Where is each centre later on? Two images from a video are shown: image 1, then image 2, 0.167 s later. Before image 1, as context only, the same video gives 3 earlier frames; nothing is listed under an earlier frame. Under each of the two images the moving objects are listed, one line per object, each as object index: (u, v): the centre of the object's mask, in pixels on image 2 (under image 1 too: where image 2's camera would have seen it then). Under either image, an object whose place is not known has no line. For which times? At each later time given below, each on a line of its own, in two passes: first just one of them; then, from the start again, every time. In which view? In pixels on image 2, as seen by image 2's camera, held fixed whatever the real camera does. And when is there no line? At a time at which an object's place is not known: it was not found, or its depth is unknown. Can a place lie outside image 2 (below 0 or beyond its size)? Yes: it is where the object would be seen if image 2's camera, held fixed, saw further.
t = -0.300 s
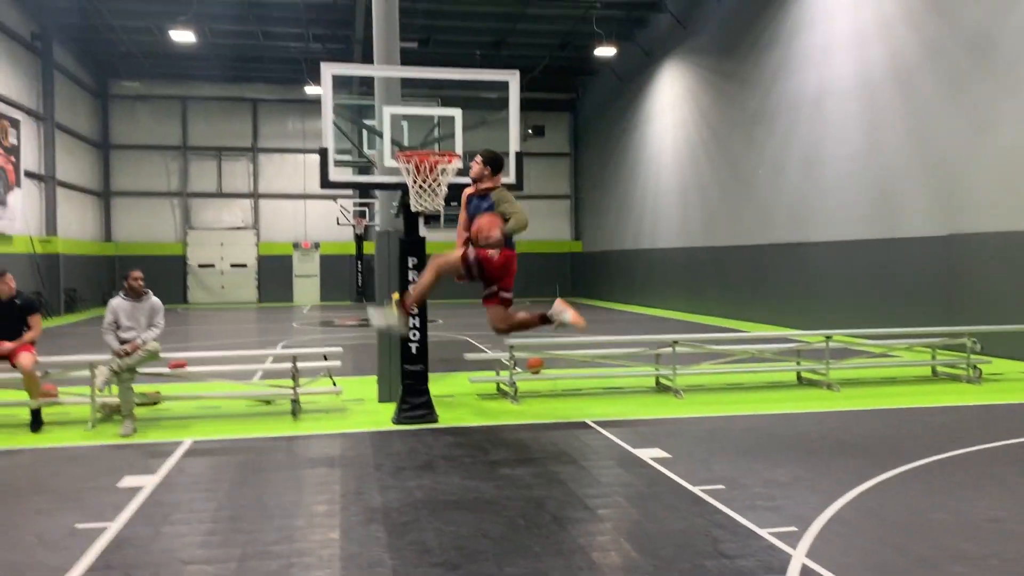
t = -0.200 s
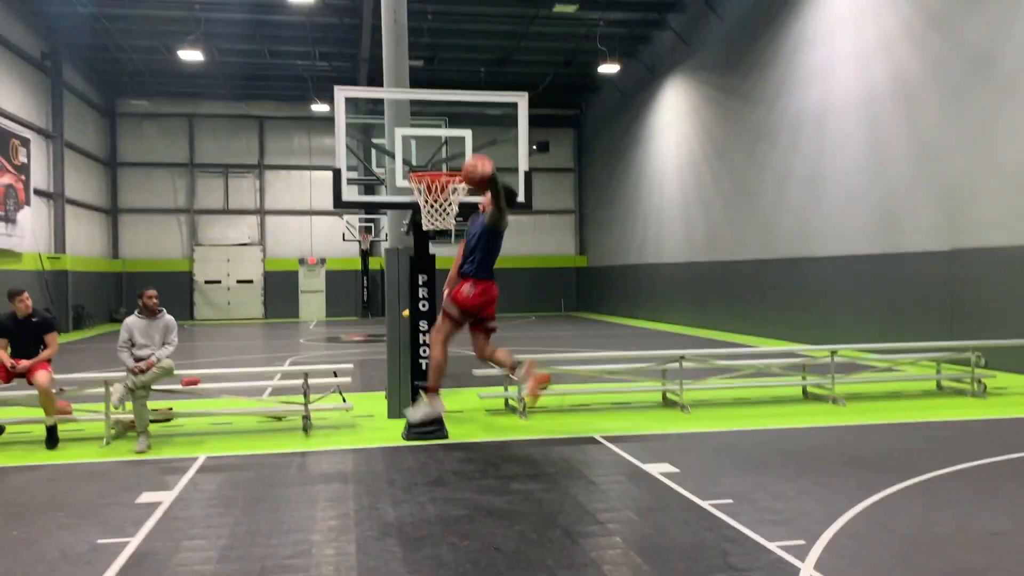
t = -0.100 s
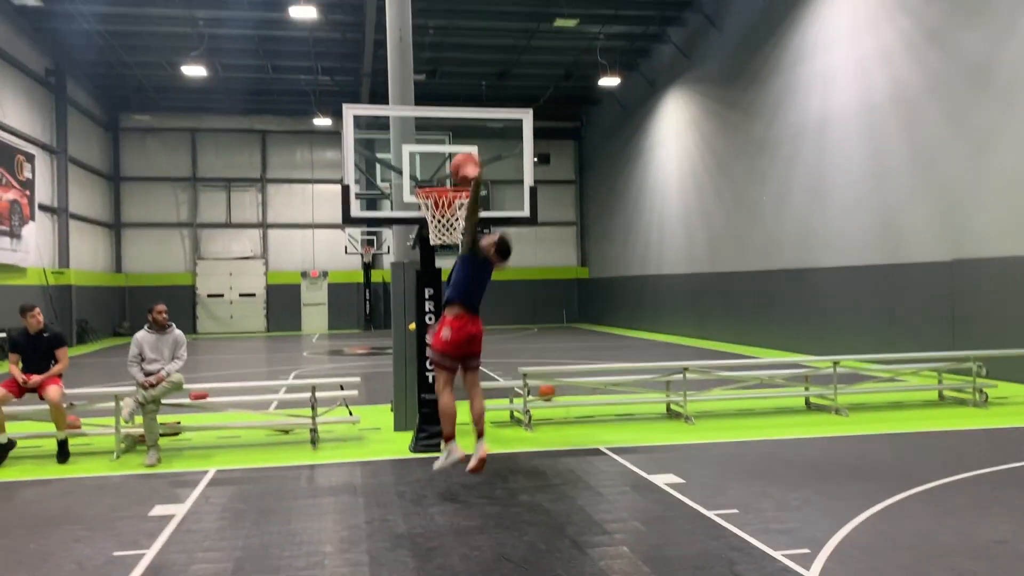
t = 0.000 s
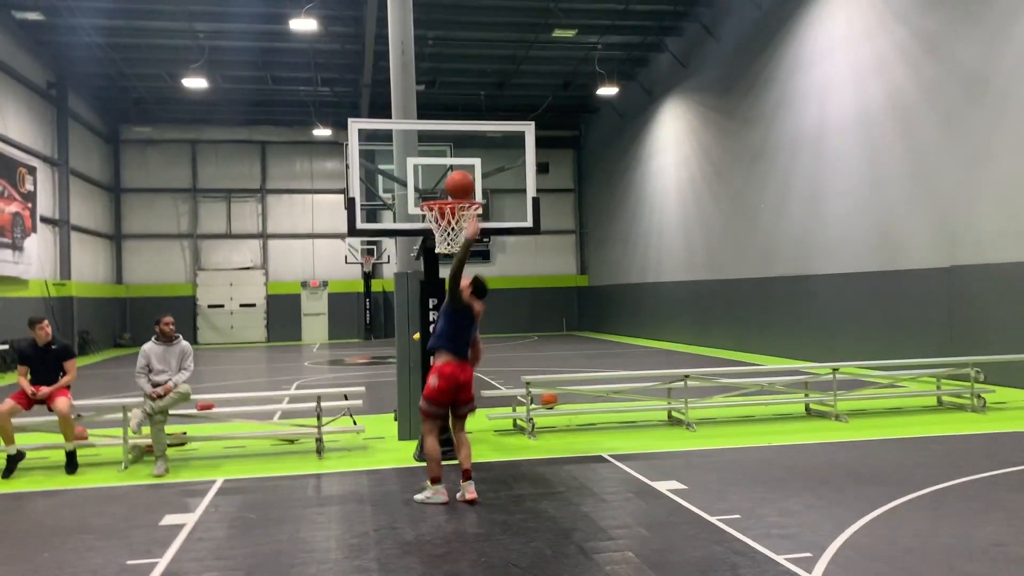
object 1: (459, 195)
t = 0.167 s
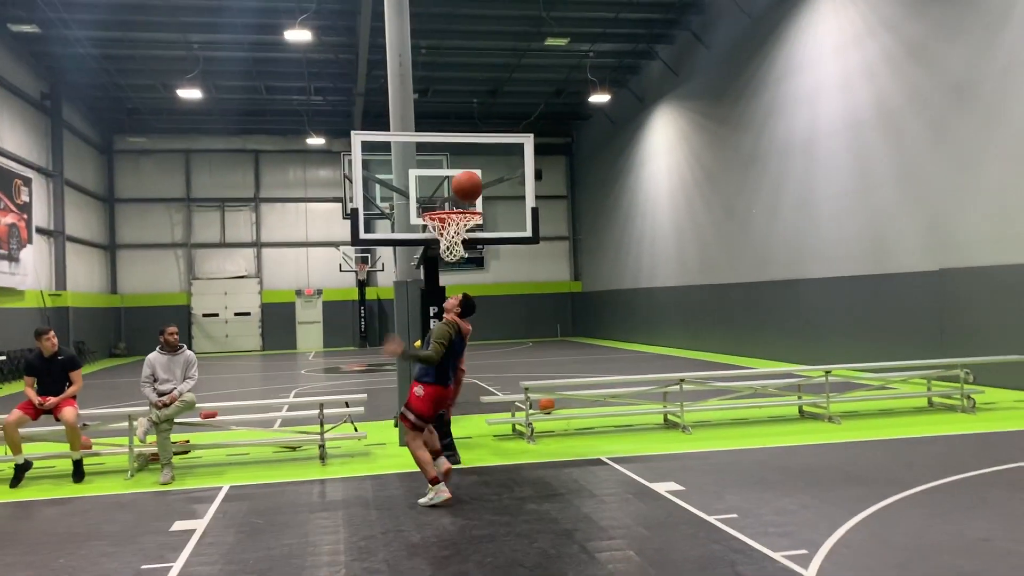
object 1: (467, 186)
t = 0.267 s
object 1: (473, 198)
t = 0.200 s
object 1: (469, 188)
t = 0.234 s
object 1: (471, 193)
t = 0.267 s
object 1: (473, 198)
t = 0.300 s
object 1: (475, 206)
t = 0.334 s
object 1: (478, 215)
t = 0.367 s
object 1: (481, 227)
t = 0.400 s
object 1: (484, 239)
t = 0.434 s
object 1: (486, 253)
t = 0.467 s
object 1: (489, 270)
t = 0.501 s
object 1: (493, 290)
